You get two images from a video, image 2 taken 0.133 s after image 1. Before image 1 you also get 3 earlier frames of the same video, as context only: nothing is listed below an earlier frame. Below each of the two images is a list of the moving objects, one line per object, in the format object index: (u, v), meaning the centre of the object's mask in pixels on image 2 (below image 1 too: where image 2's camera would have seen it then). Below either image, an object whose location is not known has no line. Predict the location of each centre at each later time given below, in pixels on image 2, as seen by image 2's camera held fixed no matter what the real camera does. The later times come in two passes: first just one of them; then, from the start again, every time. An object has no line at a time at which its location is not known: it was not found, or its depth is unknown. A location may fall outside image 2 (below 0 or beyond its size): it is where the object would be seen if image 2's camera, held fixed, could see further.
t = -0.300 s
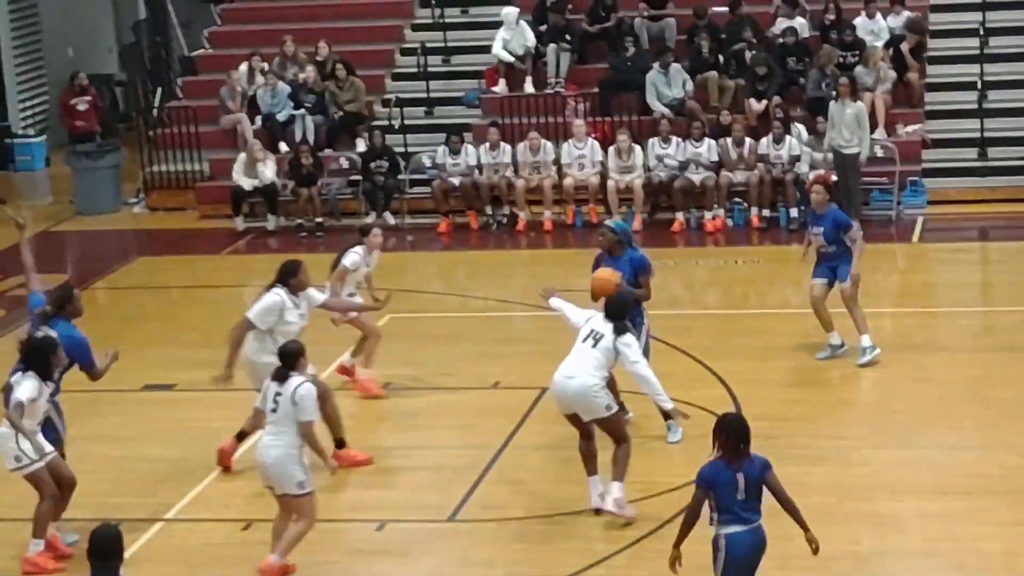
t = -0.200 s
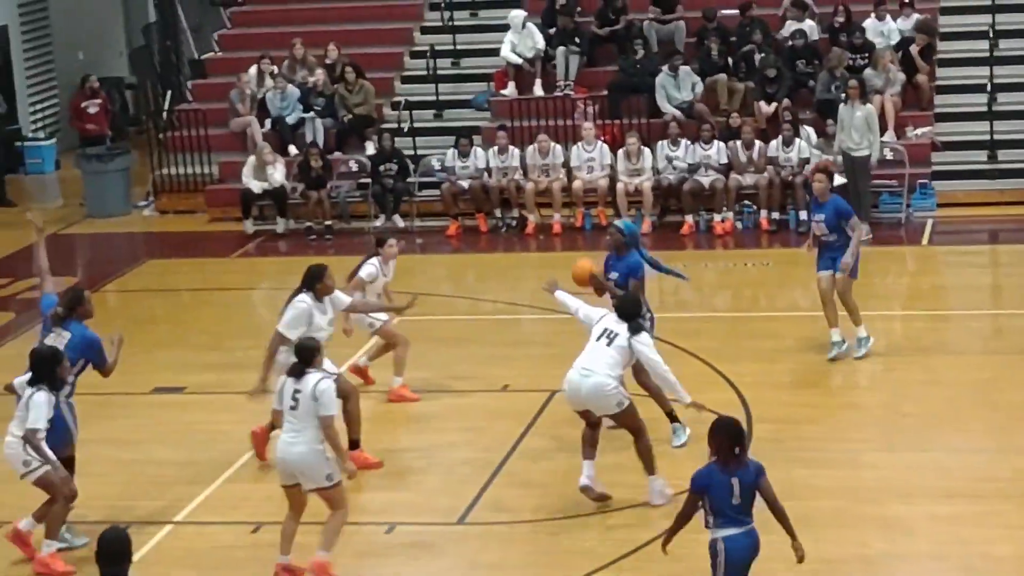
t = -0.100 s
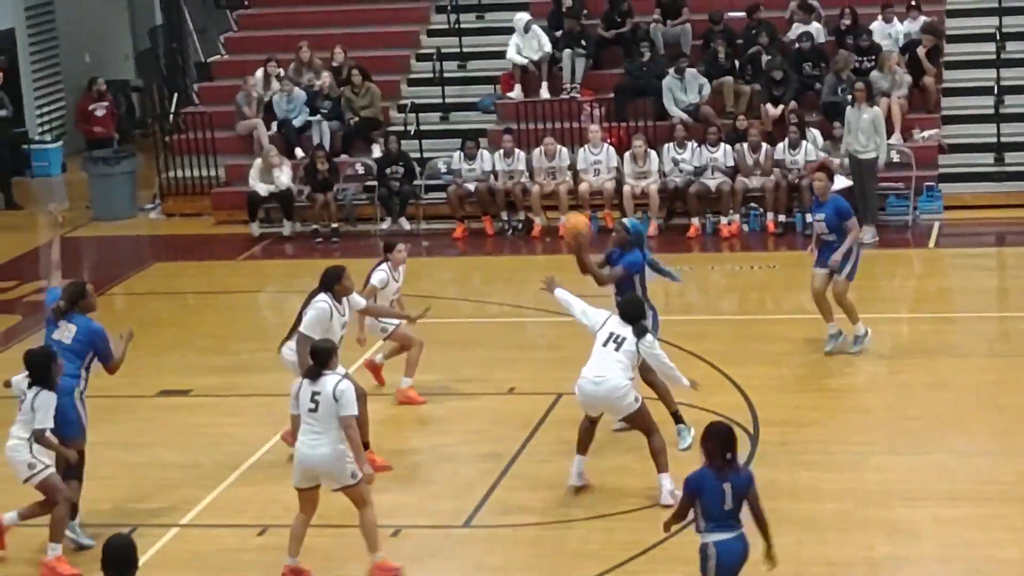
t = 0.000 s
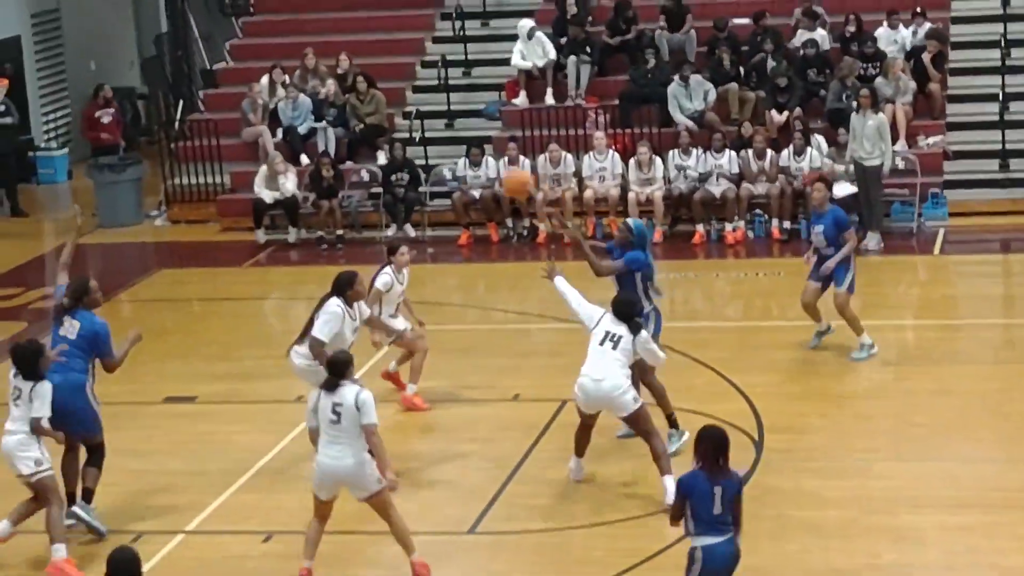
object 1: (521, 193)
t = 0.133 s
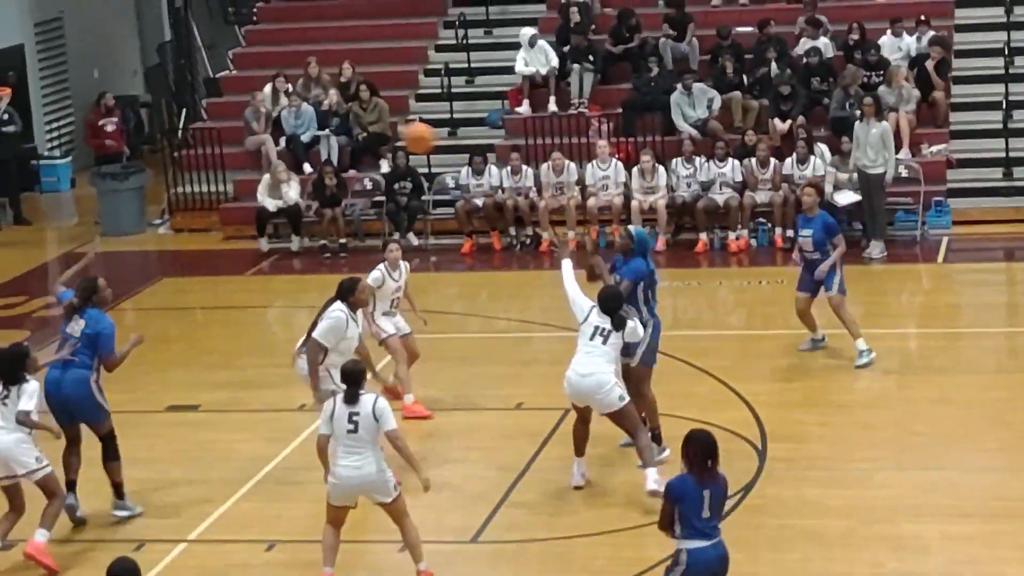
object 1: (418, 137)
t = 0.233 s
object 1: (344, 112)
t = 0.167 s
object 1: (393, 128)
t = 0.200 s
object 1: (368, 120)
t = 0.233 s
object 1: (344, 112)
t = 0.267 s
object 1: (319, 106)
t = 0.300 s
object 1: (294, 100)
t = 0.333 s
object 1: (269, 98)
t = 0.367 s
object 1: (245, 96)
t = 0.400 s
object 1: (221, 96)
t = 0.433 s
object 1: (200, 97)
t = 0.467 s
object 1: (177, 100)
